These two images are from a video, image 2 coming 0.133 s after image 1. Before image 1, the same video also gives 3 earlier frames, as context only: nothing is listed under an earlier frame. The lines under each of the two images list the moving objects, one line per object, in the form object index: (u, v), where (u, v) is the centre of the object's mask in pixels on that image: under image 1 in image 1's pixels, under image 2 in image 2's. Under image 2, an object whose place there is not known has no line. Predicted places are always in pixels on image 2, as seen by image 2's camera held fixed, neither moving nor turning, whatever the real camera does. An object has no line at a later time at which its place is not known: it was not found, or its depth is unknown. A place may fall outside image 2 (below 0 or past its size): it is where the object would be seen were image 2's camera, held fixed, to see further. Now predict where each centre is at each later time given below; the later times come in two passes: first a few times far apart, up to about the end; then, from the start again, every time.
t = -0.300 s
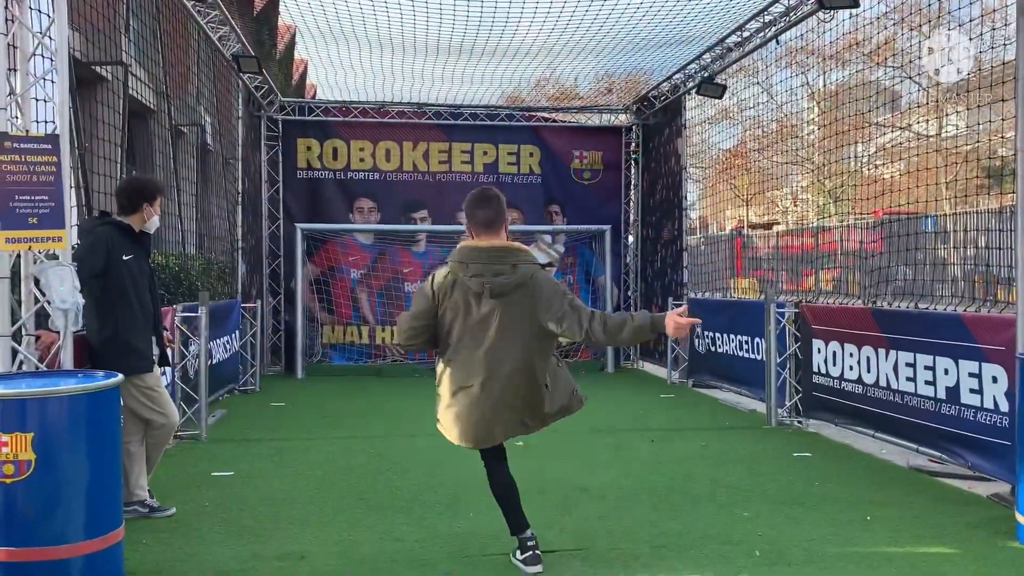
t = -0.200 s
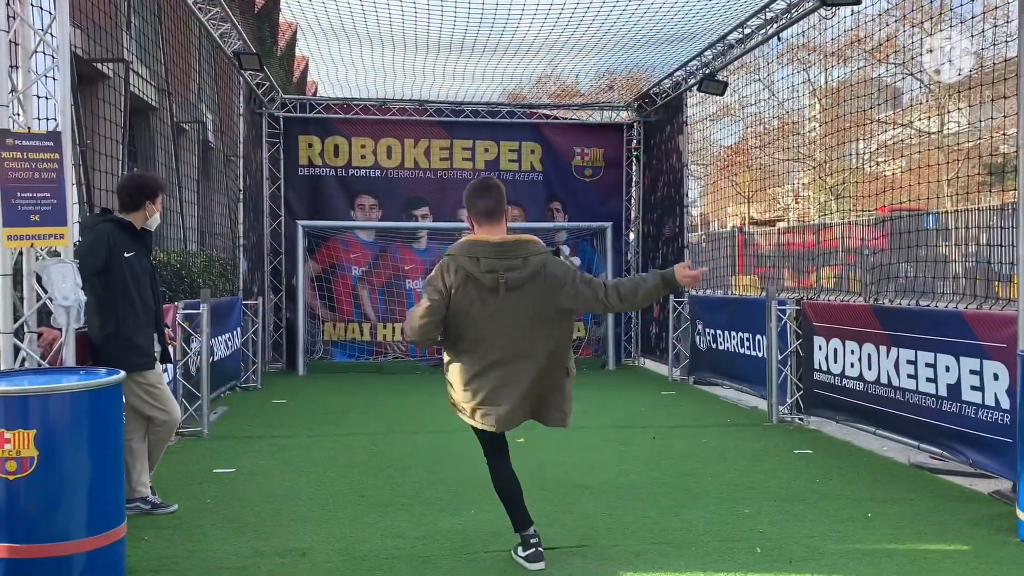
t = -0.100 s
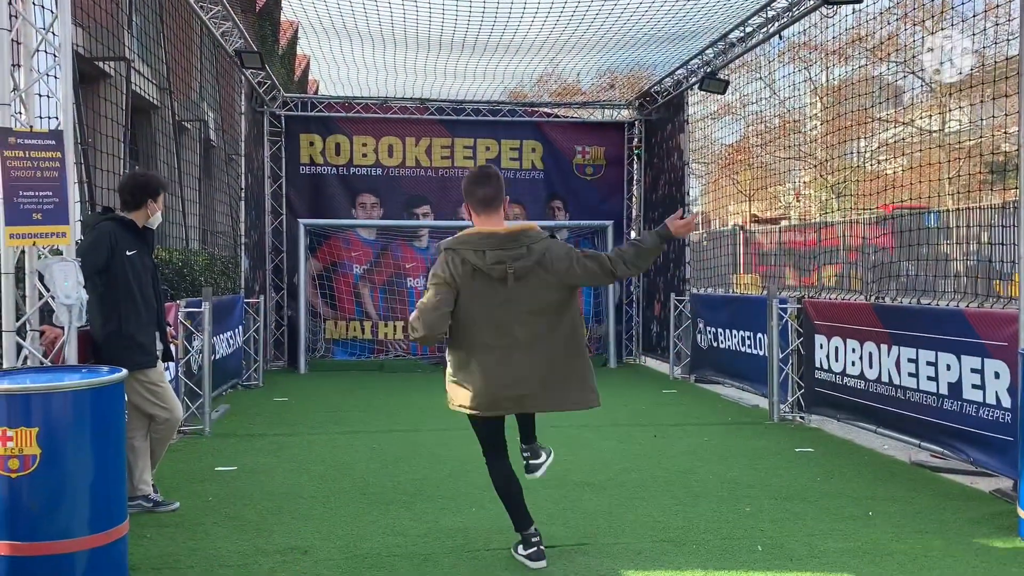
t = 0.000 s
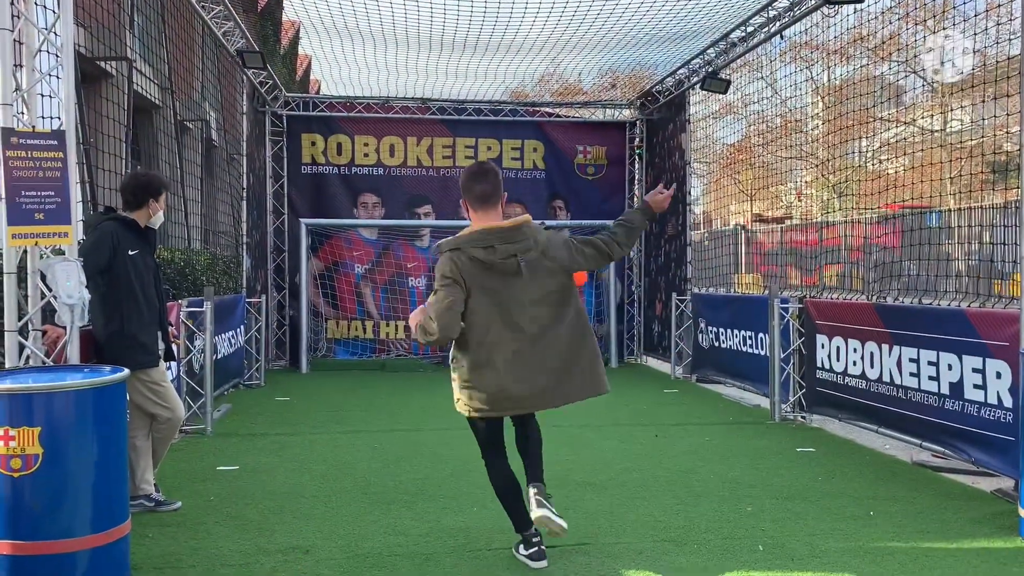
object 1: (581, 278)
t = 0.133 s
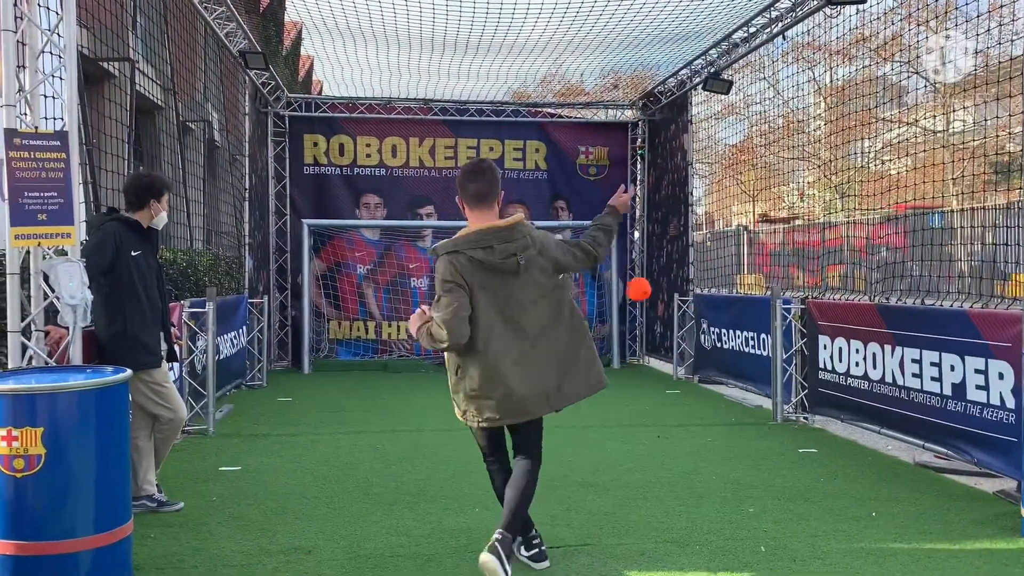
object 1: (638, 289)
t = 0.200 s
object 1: (677, 304)
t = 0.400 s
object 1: (850, 407)
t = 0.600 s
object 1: (974, 453)
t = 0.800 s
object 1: (893, 449)
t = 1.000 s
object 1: (779, 554)
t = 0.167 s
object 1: (657, 295)
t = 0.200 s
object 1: (677, 304)
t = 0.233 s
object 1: (699, 314)
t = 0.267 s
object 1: (723, 327)
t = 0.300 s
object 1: (751, 342)
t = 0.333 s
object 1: (780, 360)
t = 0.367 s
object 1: (813, 382)
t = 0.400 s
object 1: (850, 407)
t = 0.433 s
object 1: (891, 437)
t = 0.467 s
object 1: (937, 474)
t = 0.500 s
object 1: (982, 485)
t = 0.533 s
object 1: (996, 473)
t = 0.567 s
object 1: (988, 463)
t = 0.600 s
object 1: (974, 453)
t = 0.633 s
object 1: (963, 447)
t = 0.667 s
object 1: (951, 443)
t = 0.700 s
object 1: (936, 440)
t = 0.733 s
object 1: (922, 440)
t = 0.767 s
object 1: (909, 443)
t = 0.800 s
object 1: (893, 449)
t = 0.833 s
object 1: (875, 458)
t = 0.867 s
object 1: (859, 470)
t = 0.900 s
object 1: (843, 487)
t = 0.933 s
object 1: (822, 509)
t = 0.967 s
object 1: (800, 534)
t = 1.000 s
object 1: (779, 554)
